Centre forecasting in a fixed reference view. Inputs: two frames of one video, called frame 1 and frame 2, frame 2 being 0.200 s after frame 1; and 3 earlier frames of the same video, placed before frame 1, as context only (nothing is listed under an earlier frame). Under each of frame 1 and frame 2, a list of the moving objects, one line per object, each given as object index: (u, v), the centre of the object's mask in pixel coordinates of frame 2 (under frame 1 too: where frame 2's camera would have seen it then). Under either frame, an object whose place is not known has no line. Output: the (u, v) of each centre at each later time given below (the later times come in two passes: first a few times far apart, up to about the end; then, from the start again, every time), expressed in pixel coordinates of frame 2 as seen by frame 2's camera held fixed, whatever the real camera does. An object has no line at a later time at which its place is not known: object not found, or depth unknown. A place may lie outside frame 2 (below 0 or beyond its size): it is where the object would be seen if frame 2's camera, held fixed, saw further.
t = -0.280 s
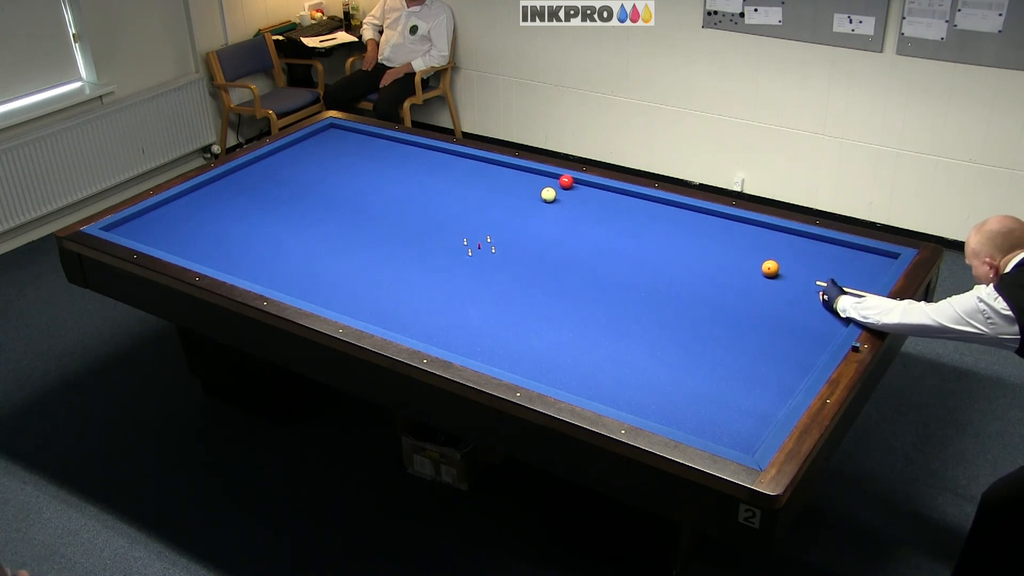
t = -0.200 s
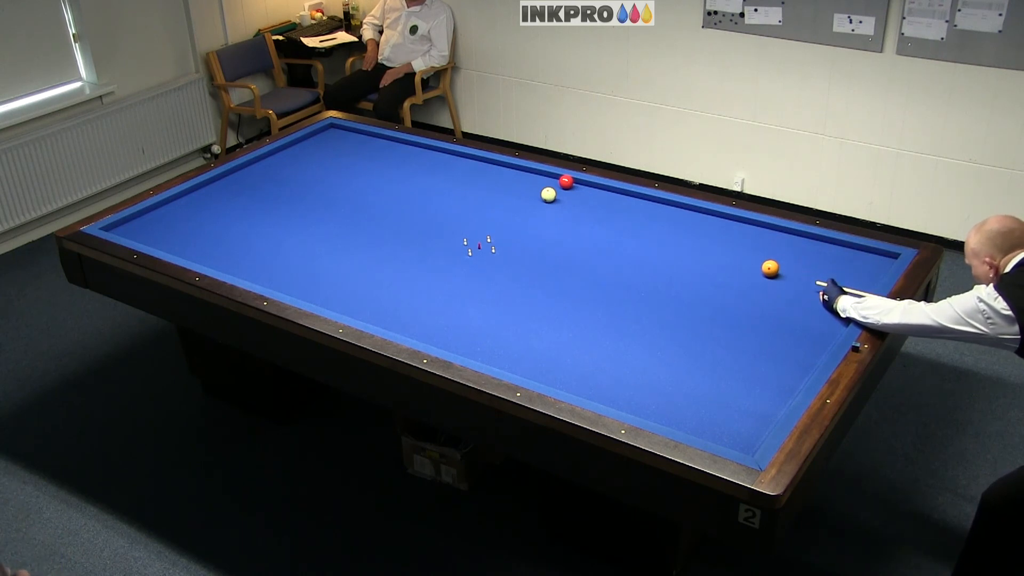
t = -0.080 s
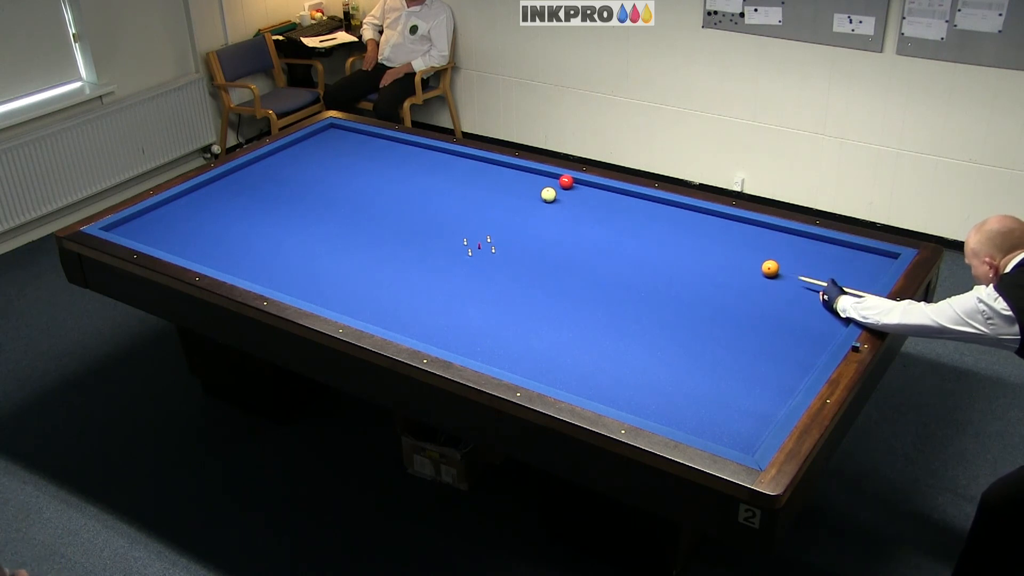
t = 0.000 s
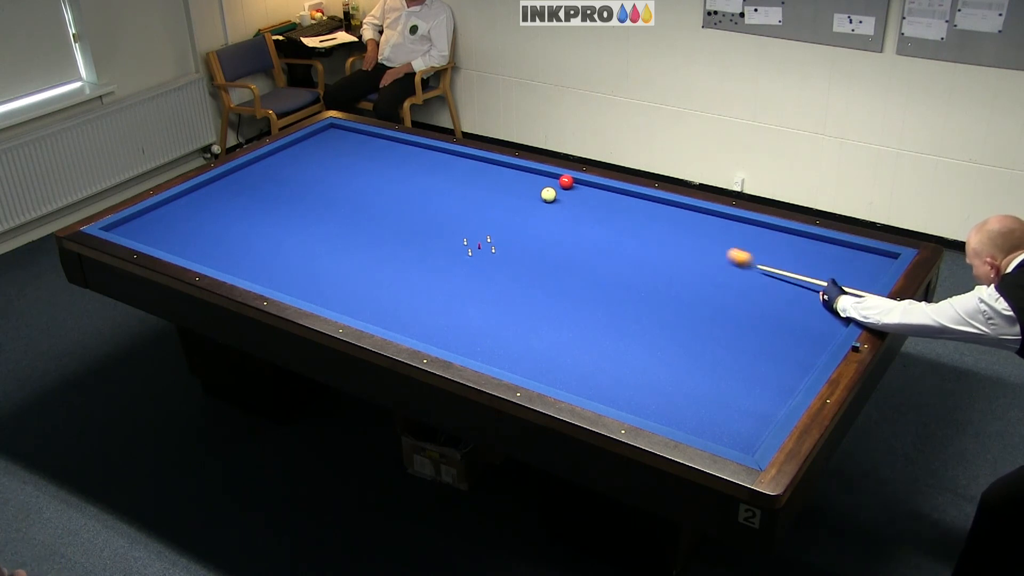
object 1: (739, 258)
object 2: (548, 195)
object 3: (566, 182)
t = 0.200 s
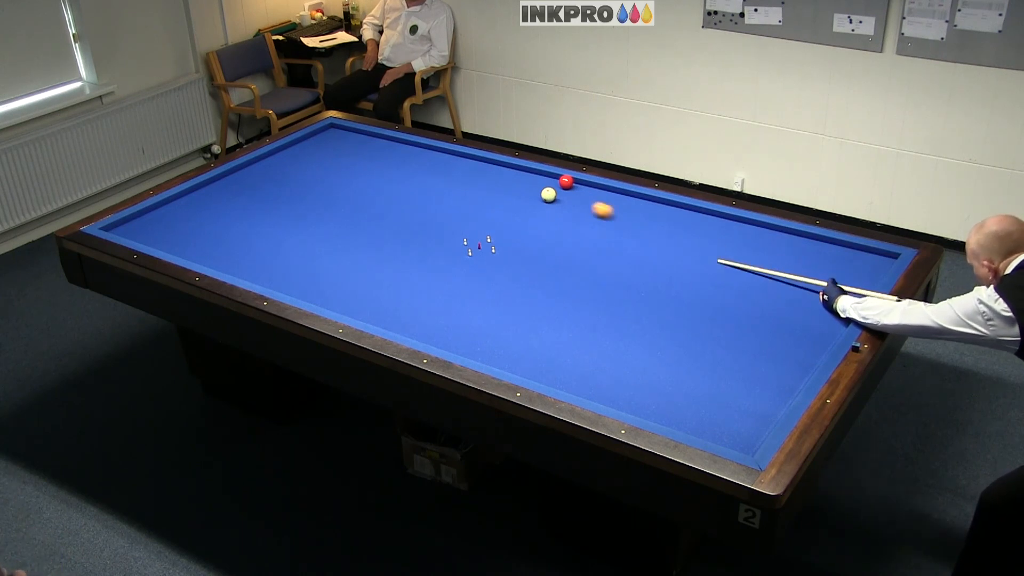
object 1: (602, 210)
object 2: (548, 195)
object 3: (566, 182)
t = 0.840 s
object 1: (550, 193)
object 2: (313, 158)
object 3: (539, 179)
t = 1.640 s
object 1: (526, 202)
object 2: (378, 186)
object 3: (497, 176)
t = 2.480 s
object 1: (506, 210)
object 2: (516, 232)
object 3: (460, 173)
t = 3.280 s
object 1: (493, 215)
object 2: (667, 283)
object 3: (434, 171)
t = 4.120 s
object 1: (485, 219)
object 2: (817, 335)
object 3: (413, 170)
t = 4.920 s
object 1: (483, 220)
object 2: (713, 313)
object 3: (400, 170)
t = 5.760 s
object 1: (483, 220)
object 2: (619, 293)
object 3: (393, 170)
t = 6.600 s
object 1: (484, 220)
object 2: (540, 276)
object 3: (392, 170)
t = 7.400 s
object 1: (484, 220)
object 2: (478, 263)
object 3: (392, 170)
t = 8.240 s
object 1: (483, 220)
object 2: (423, 252)
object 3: (392, 170)
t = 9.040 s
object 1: (484, 220)
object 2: (381, 244)
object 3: (392, 170)
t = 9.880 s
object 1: (484, 220)
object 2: (345, 237)
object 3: (392, 170)
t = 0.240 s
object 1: (580, 202)
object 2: (548, 195)
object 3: (566, 182)
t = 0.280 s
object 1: (563, 196)
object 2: (544, 194)
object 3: (566, 181)
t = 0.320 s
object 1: (564, 193)
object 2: (522, 190)
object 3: (566, 180)
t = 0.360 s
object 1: (565, 189)
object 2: (500, 187)
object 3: (566, 179)
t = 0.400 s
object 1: (565, 188)
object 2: (480, 184)
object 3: (567, 178)
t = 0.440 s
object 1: (564, 187)
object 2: (461, 181)
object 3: (564, 178)
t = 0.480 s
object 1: (563, 188)
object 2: (443, 178)
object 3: (560, 178)
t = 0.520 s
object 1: (562, 189)
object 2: (425, 176)
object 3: (557, 178)
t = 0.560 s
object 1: (560, 189)
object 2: (409, 173)
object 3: (555, 179)
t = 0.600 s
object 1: (559, 190)
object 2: (394, 171)
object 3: (553, 179)
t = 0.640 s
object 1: (557, 190)
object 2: (379, 168)
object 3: (550, 179)
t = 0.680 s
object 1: (556, 191)
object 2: (366, 166)
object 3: (548, 179)
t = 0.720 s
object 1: (555, 191)
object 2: (352, 164)
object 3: (546, 179)
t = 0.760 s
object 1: (553, 192)
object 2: (339, 162)
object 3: (543, 179)
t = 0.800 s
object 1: (552, 192)
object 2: (326, 160)
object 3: (541, 179)
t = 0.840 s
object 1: (550, 193)
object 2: (313, 158)
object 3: (539, 179)
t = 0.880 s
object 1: (549, 193)
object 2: (300, 156)
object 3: (537, 179)
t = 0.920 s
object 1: (548, 194)
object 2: (288, 155)
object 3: (534, 179)
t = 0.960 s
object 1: (546, 194)
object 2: (275, 153)
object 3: (532, 178)
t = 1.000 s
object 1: (545, 195)
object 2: (279, 154)
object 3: (530, 178)
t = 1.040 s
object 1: (544, 195)
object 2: (287, 156)
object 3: (528, 178)
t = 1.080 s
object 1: (543, 196)
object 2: (294, 159)
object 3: (525, 178)
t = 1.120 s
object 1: (541, 196)
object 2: (302, 161)
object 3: (523, 178)
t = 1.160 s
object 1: (540, 197)
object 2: (308, 163)
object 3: (521, 178)
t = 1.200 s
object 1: (539, 197)
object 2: (314, 165)
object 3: (519, 177)
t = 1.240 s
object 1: (538, 198)
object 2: (320, 167)
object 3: (517, 177)
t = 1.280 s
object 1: (536, 198)
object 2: (326, 169)
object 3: (515, 177)
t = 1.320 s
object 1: (535, 198)
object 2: (331, 171)
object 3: (513, 177)
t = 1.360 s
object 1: (534, 199)
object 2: (337, 172)
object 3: (510, 177)
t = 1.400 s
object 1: (533, 199)
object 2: (343, 174)
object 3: (508, 177)
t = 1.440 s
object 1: (532, 200)
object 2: (349, 176)
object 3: (506, 176)
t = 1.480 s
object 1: (531, 200)
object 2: (354, 178)
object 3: (504, 176)
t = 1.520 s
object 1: (529, 201)
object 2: (360, 180)
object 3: (502, 176)
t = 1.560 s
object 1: (528, 201)
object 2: (366, 182)
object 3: (500, 176)
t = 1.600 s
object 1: (527, 202)
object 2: (372, 184)
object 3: (499, 176)
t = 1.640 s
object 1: (526, 202)
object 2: (378, 186)
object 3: (497, 176)
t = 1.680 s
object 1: (525, 202)
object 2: (384, 188)
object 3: (495, 176)
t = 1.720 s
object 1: (524, 203)
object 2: (391, 190)
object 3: (493, 175)
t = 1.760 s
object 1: (523, 203)
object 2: (397, 192)
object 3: (491, 175)
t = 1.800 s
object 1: (522, 204)
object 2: (403, 194)
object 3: (489, 175)
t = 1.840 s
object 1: (521, 204)
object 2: (409, 196)
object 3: (487, 175)
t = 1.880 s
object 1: (520, 204)
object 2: (415, 198)
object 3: (485, 175)
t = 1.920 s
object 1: (519, 205)
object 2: (422, 201)
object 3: (484, 175)
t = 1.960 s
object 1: (518, 205)
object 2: (428, 203)
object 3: (482, 175)
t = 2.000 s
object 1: (517, 206)
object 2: (434, 205)
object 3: (480, 175)
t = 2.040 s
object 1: (516, 206)
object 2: (441, 207)
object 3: (478, 174)
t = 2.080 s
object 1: (515, 206)
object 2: (448, 209)
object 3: (477, 174)
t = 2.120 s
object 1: (514, 207)
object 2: (454, 211)
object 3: (475, 174)
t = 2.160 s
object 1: (513, 207)
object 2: (461, 213)
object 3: (473, 174)
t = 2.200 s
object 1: (512, 207)
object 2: (468, 216)
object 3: (472, 174)
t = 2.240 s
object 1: (511, 208)
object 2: (474, 218)
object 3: (470, 174)
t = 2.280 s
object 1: (510, 208)
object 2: (481, 220)
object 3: (468, 174)
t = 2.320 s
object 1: (510, 209)
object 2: (488, 223)
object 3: (467, 174)
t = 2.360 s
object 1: (509, 209)
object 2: (495, 225)
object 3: (465, 173)
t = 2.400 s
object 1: (508, 209)
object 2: (502, 227)
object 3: (464, 173)
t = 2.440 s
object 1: (507, 209)
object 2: (508, 229)
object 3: (462, 173)
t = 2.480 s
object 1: (506, 210)
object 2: (516, 232)
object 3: (460, 173)
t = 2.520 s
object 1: (505, 210)
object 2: (523, 234)
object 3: (459, 173)
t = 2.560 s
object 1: (504, 210)
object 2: (530, 236)
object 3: (457, 173)
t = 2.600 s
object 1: (504, 211)
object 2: (537, 239)
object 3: (456, 173)
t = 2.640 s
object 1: (503, 211)
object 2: (544, 241)
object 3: (455, 173)
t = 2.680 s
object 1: (502, 211)
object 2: (552, 244)
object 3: (453, 173)
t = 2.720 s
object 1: (501, 212)
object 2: (559, 246)
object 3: (452, 172)
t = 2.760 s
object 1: (501, 212)
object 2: (566, 249)
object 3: (450, 172)
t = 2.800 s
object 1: (500, 212)
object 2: (574, 251)
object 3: (449, 172)
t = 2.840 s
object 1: (499, 212)
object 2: (581, 254)
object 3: (448, 172)
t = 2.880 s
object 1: (499, 213)
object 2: (589, 256)
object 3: (446, 172)
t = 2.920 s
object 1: (498, 213)
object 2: (596, 259)
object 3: (445, 172)
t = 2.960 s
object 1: (497, 213)
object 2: (604, 262)
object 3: (444, 172)
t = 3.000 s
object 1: (497, 214)
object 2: (612, 264)
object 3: (442, 172)
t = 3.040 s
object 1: (496, 214)
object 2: (620, 267)
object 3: (441, 172)
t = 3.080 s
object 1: (495, 214)
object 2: (627, 269)
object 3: (440, 172)
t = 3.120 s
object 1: (495, 215)
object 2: (635, 272)
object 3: (439, 172)
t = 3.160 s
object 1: (494, 215)
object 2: (643, 275)
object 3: (437, 172)
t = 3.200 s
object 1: (494, 215)
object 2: (651, 277)
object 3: (436, 171)
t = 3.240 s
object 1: (493, 215)
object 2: (659, 280)
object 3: (435, 171)
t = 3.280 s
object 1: (493, 215)
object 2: (667, 283)
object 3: (434, 171)
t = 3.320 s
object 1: (492, 216)
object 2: (675, 286)
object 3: (433, 171)
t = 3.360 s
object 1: (492, 216)
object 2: (683, 288)
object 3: (432, 171)
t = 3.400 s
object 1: (491, 216)
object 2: (692, 291)
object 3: (430, 171)
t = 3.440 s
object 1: (491, 216)
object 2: (700, 294)
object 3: (429, 171)
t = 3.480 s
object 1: (490, 216)
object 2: (708, 297)
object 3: (428, 171)
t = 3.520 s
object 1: (490, 217)
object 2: (717, 300)
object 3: (427, 171)
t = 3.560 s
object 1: (489, 217)
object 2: (725, 303)
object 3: (426, 171)
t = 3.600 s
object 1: (489, 217)
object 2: (734, 305)
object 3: (425, 171)
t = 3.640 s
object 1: (489, 217)
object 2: (742, 309)
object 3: (424, 171)
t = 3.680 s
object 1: (488, 217)
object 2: (751, 311)
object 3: (423, 171)
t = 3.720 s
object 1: (488, 218)
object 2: (760, 314)
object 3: (422, 171)
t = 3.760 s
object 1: (487, 218)
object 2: (769, 317)
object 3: (421, 171)
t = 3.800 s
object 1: (487, 218)
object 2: (778, 320)
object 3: (420, 171)
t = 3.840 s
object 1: (487, 218)
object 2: (786, 323)
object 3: (419, 171)
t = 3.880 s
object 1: (487, 218)
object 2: (795, 326)
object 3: (418, 170)
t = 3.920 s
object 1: (486, 218)
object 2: (804, 329)
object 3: (417, 170)
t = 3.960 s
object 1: (486, 218)
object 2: (813, 332)
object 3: (416, 170)
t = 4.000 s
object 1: (486, 219)
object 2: (822, 335)
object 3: (415, 170)
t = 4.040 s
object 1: (485, 219)
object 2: (829, 338)
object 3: (415, 170)
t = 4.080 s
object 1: (485, 219)
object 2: (824, 337)
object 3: (414, 170)
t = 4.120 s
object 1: (485, 219)
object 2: (817, 335)
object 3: (413, 170)
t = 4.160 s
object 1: (485, 219)
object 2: (811, 334)
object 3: (412, 170)
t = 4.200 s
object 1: (485, 219)
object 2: (805, 333)
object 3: (411, 170)
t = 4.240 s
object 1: (485, 219)
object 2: (800, 331)
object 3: (411, 170)
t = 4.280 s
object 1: (485, 219)
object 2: (795, 330)
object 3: (410, 170)
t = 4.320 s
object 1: (485, 220)
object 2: (789, 329)
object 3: (409, 170)
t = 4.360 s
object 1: (485, 220)
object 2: (784, 328)
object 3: (408, 170)
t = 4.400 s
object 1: (484, 220)
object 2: (778, 327)
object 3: (408, 170)
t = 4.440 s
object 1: (484, 220)
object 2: (773, 326)
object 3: (407, 170)
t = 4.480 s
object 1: (484, 220)
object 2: (768, 325)
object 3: (406, 170)
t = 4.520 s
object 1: (484, 220)
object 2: (763, 324)
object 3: (406, 170)
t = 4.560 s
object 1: (484, 220)
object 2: (757, 322)
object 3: (405, 170)
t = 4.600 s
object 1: (484, 220)
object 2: (752, 321)
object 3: (404, 170)
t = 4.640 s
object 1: (484, 220)
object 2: (747, 320)
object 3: (404, 170)
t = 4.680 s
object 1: (484, 220)
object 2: (742, 319)
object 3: (403, 170)
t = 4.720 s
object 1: (484, 220)
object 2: (737, 318)
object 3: (402, 170)
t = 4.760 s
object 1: (484, 220)
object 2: (732, 317)
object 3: (402, 170)
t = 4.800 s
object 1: (484, 220)
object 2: (727, 316)
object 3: (401, 170)
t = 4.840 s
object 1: (484, 220)
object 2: (722, 315)
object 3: (401, 170)
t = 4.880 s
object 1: (484, 220)
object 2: (717, 314)
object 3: (400, 170)
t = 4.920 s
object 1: (483, 220)
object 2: (713, 313)
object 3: (400, 170)
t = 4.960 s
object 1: (483, 220)
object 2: (708, 312)
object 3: (399, 170)
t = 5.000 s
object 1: (483, 220)
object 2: (703, 311)
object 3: (399, 170)
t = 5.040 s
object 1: (483, 220)
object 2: (698, 310)
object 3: (399, 170)
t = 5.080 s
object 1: (483, 220)
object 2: (693, 309)
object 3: (398, 170)
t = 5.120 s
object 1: (483, 220)
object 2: (689, 308)
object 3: (398, 170)
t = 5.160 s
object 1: (483, 220)
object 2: (684, 307)
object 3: (397, 170)
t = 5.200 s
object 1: (483, 220)
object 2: (680, 306)
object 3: (397, 170)
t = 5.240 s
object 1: (483, 220)
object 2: (675, 305)
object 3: (397, 170)
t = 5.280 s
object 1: (483, 220)
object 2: (671, 304)
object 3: (396, 170)
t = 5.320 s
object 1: (483, 220)
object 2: (666, 303)
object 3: (396, 170)
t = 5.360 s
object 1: (483, 220)
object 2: (662, 302)
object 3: (395, 170)
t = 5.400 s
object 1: (483, 220)
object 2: (657, 301)
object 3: (395, 170)
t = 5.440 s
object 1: (483, 220)
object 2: (653, 300)
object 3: (395, 170)
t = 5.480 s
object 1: (483, 220)
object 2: (648, 300)
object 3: (395, 170)
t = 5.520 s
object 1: (483, 220)
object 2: (644, 299)
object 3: (394, 170)
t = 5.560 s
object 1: (483, 220)
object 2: (640, 298)
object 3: (394, 170)
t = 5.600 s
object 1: (483, 220)
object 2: (636, 297)
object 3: (394, 170)
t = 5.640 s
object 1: (483, 220)
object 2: (632, 296)
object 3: (394, 170)
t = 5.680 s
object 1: (483, 220)
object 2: (628, 295)
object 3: (393, 170)
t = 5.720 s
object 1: (483, 220)
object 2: (624, 294)
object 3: (393, 170)
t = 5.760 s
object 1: (483, 220)
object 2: (619, 293)
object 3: (393, 170)
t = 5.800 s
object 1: (483, 220)
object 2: (615, 292)
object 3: (393, 170)
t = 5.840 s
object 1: (483, 220)
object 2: (611, 291)
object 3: (393, 170)
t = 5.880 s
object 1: (483, 220)
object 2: (607, 290)
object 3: (393, 170)
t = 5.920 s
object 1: (483, 220)
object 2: (603, 290)
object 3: (392, 170)
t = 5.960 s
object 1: (483, 220)
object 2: (599, 289)
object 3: (392, 170)
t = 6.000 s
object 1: (483, 220)
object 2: (595, 288)
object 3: (392, 170)
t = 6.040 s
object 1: (483, 220)
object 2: (591, 287)
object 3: (392, 170)
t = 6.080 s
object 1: (484, 220)
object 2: (588, 286)
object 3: (392, 170)
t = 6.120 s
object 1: (483, 220)
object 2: (584, 285)
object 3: (392, 170)
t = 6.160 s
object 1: (483, 220)
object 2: (580, 285)
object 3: (392, 170)
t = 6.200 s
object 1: (484, 220)
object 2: (576, 284)
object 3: (392, 170)
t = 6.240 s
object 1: (484, 220)
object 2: (573, 283)
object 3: (392, 170)
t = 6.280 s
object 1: (484, 220)
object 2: (569, 282)
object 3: (392, 170)
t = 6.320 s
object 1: (484, 220)
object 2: (565, 282)
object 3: (392, 170)
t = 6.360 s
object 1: (484, 220)
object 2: (562, 281)
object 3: (392, 170)
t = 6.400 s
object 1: (484, 220)
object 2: (558, 280)
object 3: (392, 170)
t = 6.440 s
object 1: (484, 220)
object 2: (555, 279)
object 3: (392, 170)
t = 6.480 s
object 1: (484, 220)
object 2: (551, 279)
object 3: (392, 170)
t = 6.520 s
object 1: (484, 220)
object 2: (547, 278)
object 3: (392, 170)
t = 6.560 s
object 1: (484, 220)
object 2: (544, 277)
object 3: (392, 170)
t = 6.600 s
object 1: (484, 220)
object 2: (540, 276)
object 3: (392, 170)
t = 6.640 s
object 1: (484, 220)
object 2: (537, 276)
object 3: (392, 170)
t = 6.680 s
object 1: (484, 220)
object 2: (534, 275)
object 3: (392, 170)
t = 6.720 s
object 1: (484, 220)
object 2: (531, 274)
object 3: (392, 170)
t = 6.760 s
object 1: (484, 220)
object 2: (527, 273)
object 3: (392, 170)
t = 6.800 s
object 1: (484, 220)
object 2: (524, 273)
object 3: (392, 170)
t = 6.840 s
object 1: (484, 220)
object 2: (520, 272)
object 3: (392, 170)
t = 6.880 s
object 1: (484, 220)
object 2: (517, 271)
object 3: (392, 170)
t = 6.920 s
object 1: (484, 220)
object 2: (514, 270)
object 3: (392, 170)
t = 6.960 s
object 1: (484, 220)
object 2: (511, 270)
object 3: (392, 170)
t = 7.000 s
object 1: (484, 220)
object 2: (508, 269)
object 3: (392, 170)
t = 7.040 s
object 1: (484, 220)
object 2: (505, 269)
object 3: (392, 170)
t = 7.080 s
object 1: (484, 220)
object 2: (502, 268)
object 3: (392, 170)
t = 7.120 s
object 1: (484, 220)
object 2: (498, 267)
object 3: (392, 170)
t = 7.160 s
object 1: (484, 220)
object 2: (495, 267)
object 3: (392, 170)
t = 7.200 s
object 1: (484, 220)
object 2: (492, 266)
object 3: (392, 170)
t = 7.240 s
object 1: (484, 220)
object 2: (490, 265)
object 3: (392, 170)
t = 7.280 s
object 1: (484, 220)
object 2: (487, 265)
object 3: (392, 170)
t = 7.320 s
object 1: (484, 220)
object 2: (483, 264)
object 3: (392, 170)
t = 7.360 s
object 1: (484, 220)
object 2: (481, 264)
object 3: (392, 170)
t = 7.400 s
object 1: (484, 220)
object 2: (478, 263)
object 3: (392, 170)
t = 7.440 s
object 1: (484, 220)
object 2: (475, 262)
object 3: (392, 170)
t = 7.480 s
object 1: (484, 220)
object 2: (472, 262)
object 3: (392, 170)
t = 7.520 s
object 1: (484, 220)
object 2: (470, 261)
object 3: (392, 170)
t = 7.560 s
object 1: (484, 220)
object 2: (467, 260)
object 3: (392, 170)
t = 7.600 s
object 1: (484, 220)
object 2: (464, 260)
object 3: (392, 170)
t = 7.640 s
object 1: (484, 220)
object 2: (461, 259)
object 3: (392, 170)
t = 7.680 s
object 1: (484, 220)
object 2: (459, 258)
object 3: (392, 170)
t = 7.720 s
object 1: (484, 220)
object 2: (456, 258)
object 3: (392, 170)
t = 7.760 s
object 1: (484, 220)
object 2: (453, 258)
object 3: (392, 170)
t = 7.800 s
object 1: (484, 220)
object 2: (451, 257)
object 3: (392, 170)
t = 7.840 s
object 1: (483, 220)
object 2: (448, 257)
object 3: (392, 170)
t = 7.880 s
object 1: (483, 220)
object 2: (446, 256)
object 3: (392, 170)
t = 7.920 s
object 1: (483, 220)
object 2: (443, 255)
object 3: (392, 170)
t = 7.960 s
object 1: (484, 220)
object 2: (441, 255)
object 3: (392, 170)
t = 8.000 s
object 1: (484, 220)
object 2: (438, 254)
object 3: (392, 170)
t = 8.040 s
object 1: (483, 220)
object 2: (435, 254)
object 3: (392, 170)
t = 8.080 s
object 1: (483, 220)
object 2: (433, 254)
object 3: (392, 170)
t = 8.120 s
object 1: (483, 220)
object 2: (431, 253)
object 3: (392, 170)
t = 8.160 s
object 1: (483, 220)
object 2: (428, 253)
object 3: (392, 170)
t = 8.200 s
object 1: (483, 220)
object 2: (426, 252)
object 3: (392, 170)
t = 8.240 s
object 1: (483, 220)
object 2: (423, 252)
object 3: (392, 170)
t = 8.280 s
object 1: (483, 220)
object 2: (421, 251)
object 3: (392, 170)
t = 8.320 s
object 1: (483, 220)
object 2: (419, 251)
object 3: (392, 170)
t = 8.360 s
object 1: (484, 220)
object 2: (416, 250)
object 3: (392, 170)
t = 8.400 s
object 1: (484, 220)
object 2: (414, 250)
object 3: (392, 170)
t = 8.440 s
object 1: (484, 220)
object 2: (412, 249)
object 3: (392, 170)
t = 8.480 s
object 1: (484, 220)
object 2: (410, 249)
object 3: (392, 170)
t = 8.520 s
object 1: (484, 220)
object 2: (408, 248)
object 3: (392, 170)
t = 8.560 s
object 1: (483, 220)
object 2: (405, 248)
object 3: (392, 170)
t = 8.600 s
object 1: (484, 220)
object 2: (403, 248)
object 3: (392, 170)
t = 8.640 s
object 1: (484, 220)
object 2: (401, 247)
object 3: (392, 170)
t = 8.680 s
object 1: (483, 220)
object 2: (399, 247)
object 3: (392, 170)
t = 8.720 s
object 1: (483, 220)
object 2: (397, 247)
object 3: (392, 170)
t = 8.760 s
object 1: (483, 220)
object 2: (395, 246)
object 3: (392, 170)
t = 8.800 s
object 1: (484, 220)
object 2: (393, 246)
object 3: (392, 170)
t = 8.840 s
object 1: (483, 220)
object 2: (391, 245)
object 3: (392, 170)
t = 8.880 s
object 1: (484, 220)
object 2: (389, 245)
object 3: (392, 170)
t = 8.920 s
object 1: (484, 220)
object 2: (387, 245)
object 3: (392, 170)
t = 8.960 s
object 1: (484, 220)
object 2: (385, 244)
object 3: (392, 170)
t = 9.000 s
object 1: (484, 220)
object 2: (383, 244)
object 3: (392, 170)
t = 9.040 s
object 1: (484, 220)
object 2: (381, 244)
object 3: (392, 170)
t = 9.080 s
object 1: (484, 220)
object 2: (379, 243)
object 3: (392, 170)
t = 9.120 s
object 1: (484, 220)
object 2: (377, 243)
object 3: (392, 170)
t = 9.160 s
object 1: (484, 220)
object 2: (375, 242)
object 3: (392, 170)
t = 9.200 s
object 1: (484, 220)
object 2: (373, 242)
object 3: (392, 170)
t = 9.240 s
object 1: (484, 220)
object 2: (371, 242)
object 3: (392, 170)
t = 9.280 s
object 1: (484, 220)
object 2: (370, 241)
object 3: (392, 170)
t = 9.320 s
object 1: (484, 220)
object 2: (368, 241)
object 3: (392, 170)
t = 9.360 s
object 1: (484, 220)
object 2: (366, 241)
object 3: (392, 170)
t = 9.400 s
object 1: (484, 220)
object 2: (364, 240)
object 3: (392, 170)
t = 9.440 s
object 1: (484, 220)
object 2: (363, 240)
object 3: (392, 170)
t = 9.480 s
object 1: (484, 220)
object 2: (361, 240)
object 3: (392, 170)
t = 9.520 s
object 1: (484, 220)
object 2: (359, 240)
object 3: (392, 170)
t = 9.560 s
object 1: (484, 220)
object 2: (358, 239)
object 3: (392, 170)
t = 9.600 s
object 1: (484, 220)
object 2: (356, 239)
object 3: (392, 170)
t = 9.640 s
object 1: (484, 220)
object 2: (354, 239)
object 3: (392, 170)
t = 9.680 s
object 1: (484, 220)
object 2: (353, 239)
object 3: (392, 170)
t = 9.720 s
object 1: (484, 220)
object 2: (351, 238)
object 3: (392, 170)
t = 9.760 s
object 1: (484, 220)
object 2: (350, 238)
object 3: (392, 170)
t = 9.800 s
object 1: (484, 220)
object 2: (348, 238)
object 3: (392, 170)
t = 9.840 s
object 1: (484, 220)
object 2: (347, 238)
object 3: (392, 170)
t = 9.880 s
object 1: (484, 220)
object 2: (345, 237)
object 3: (392, 170)
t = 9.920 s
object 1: (484, 220)
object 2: (344, 237)
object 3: (392, 170)
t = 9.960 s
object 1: (484, 220)
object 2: (342, 237)
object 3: (392, 170)
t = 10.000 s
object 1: (484, 220)
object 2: (341, 237)
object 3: (392, 170)
